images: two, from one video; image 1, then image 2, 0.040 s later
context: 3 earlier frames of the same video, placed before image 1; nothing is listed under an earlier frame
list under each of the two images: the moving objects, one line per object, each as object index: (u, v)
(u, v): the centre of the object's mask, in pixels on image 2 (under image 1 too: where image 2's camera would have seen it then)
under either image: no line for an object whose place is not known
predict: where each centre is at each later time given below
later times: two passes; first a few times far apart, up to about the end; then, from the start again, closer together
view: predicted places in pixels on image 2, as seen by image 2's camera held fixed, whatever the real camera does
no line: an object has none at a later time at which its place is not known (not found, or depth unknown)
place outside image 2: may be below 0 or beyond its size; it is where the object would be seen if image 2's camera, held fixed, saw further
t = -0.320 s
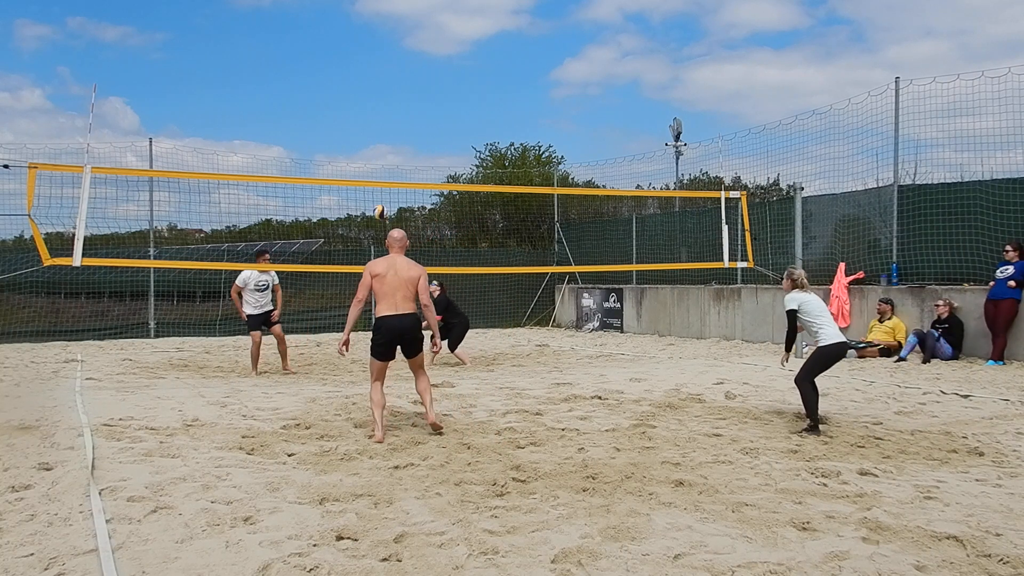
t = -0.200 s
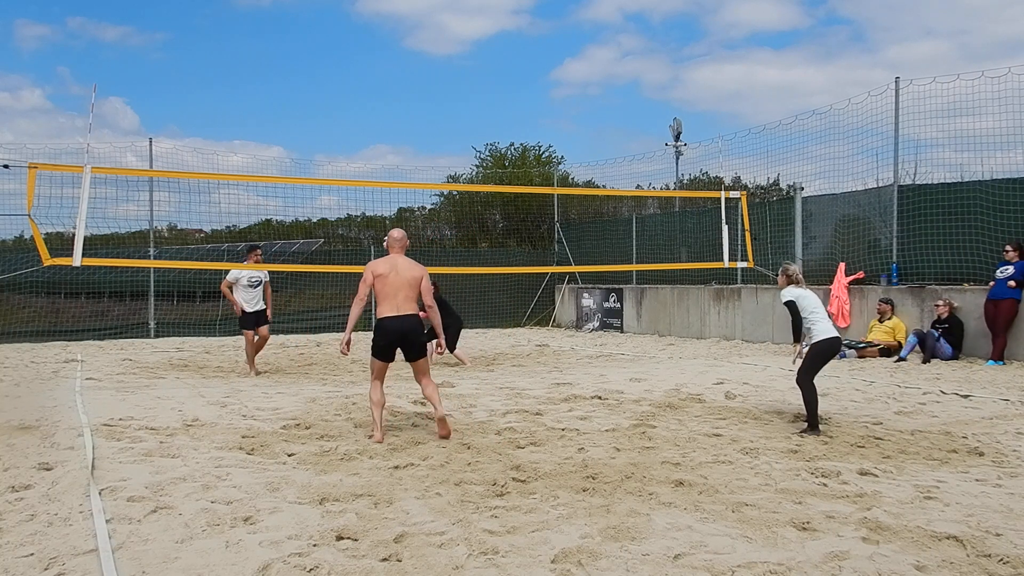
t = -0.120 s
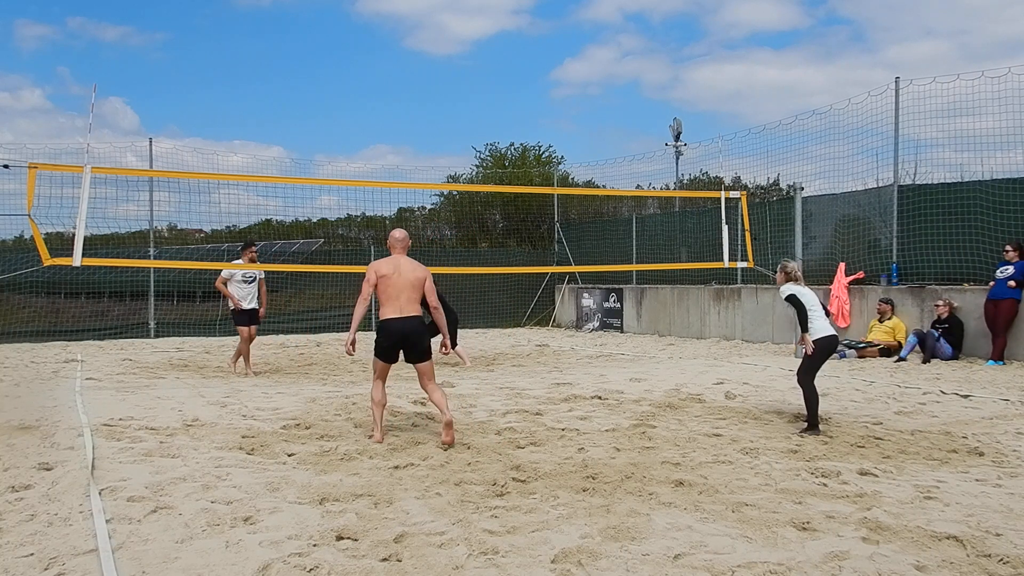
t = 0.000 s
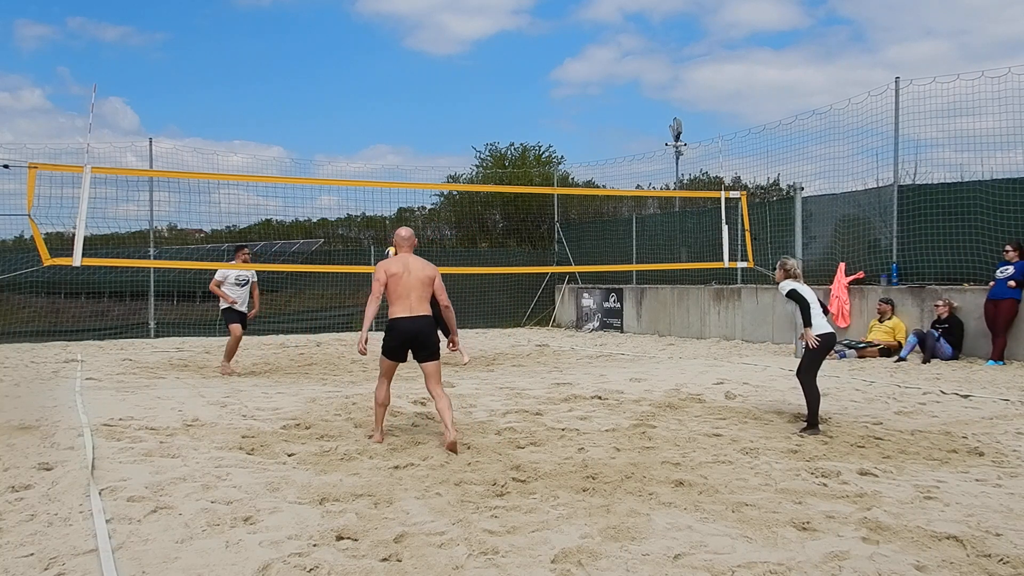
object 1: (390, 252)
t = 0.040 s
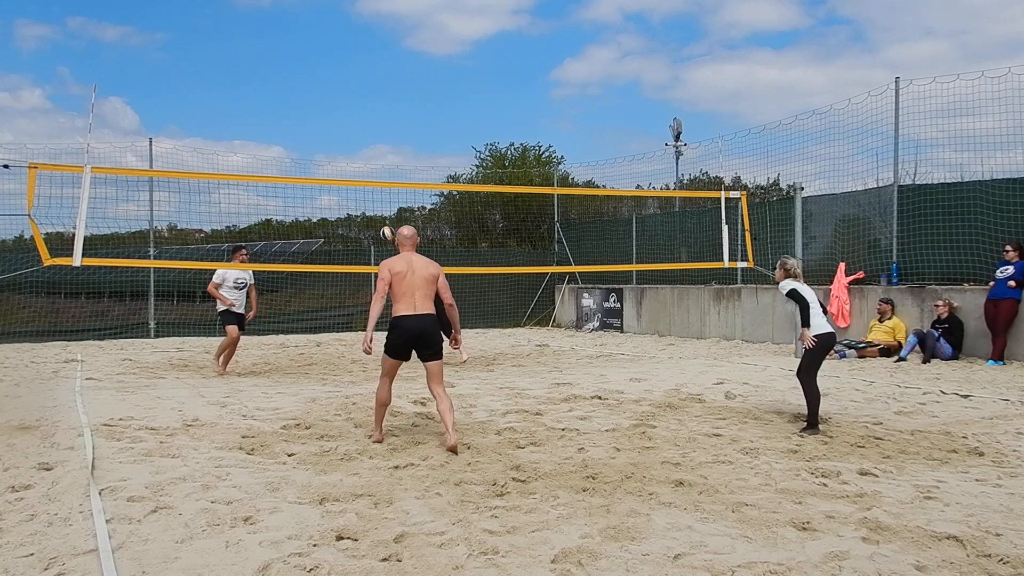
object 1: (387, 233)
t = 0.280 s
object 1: (357, 133)
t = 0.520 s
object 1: (326, 68)
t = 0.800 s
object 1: (291, 39)
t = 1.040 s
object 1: (260, 53)
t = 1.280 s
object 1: (229, 107)
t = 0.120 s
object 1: (377, 196)
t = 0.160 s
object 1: (372, 176)
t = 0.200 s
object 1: (367, 162)
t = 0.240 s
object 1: (362, 147)
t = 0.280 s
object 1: (357, 133)
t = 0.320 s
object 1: (352, 119)
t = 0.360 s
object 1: (347, 107)
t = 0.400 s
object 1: (342, 96)
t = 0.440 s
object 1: (337, 86)
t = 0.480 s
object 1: (332, 76)
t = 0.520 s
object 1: (326, 68)
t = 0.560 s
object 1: (321, 61)
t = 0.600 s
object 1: (316, 55)
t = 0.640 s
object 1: (311, 50)
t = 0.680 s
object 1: (306, 45)
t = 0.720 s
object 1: (301, 42)
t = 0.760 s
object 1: (296, 40)
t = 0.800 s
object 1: (291, 39)
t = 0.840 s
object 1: (286, 38)
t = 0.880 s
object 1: (281, 39)
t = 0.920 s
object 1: (276, 41)
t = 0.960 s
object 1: (270, 44)
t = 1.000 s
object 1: (265, 49)
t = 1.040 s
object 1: (260, 53)
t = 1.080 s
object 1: (255, 60)
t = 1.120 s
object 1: (250, 67)
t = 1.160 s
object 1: (245, 76)
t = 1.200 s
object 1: (240, 85)
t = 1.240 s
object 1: (235, 96)
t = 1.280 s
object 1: (229, 107)
